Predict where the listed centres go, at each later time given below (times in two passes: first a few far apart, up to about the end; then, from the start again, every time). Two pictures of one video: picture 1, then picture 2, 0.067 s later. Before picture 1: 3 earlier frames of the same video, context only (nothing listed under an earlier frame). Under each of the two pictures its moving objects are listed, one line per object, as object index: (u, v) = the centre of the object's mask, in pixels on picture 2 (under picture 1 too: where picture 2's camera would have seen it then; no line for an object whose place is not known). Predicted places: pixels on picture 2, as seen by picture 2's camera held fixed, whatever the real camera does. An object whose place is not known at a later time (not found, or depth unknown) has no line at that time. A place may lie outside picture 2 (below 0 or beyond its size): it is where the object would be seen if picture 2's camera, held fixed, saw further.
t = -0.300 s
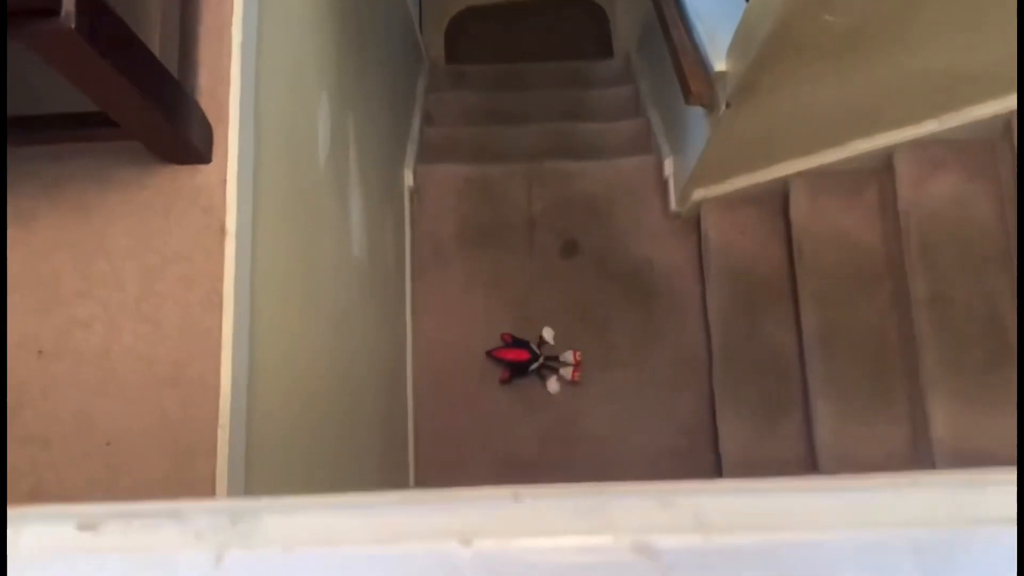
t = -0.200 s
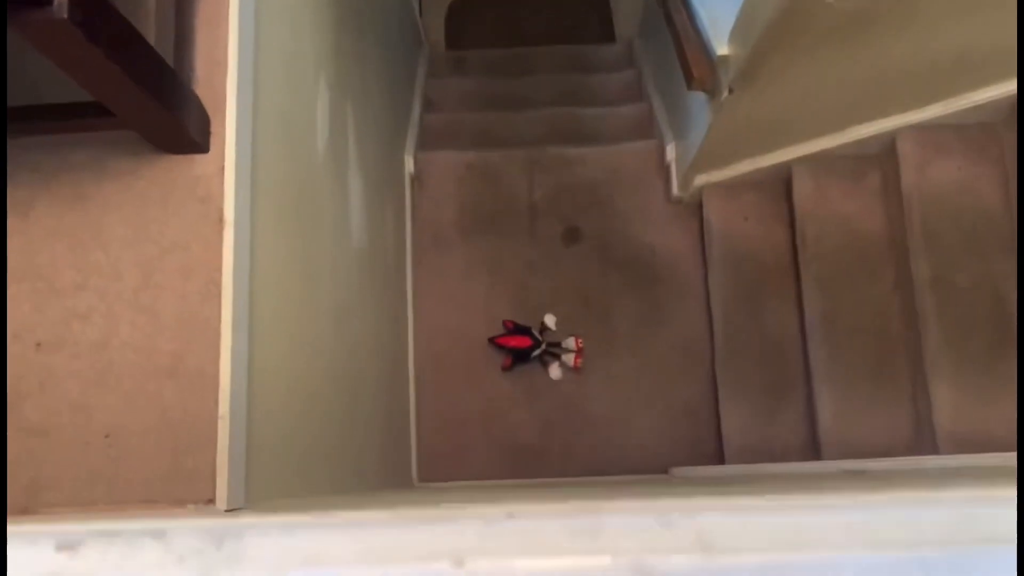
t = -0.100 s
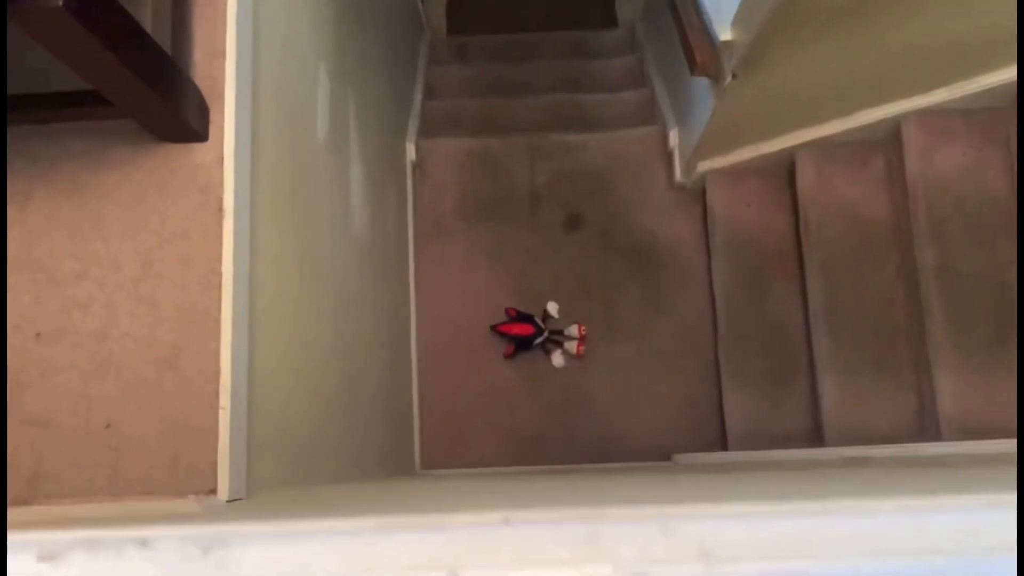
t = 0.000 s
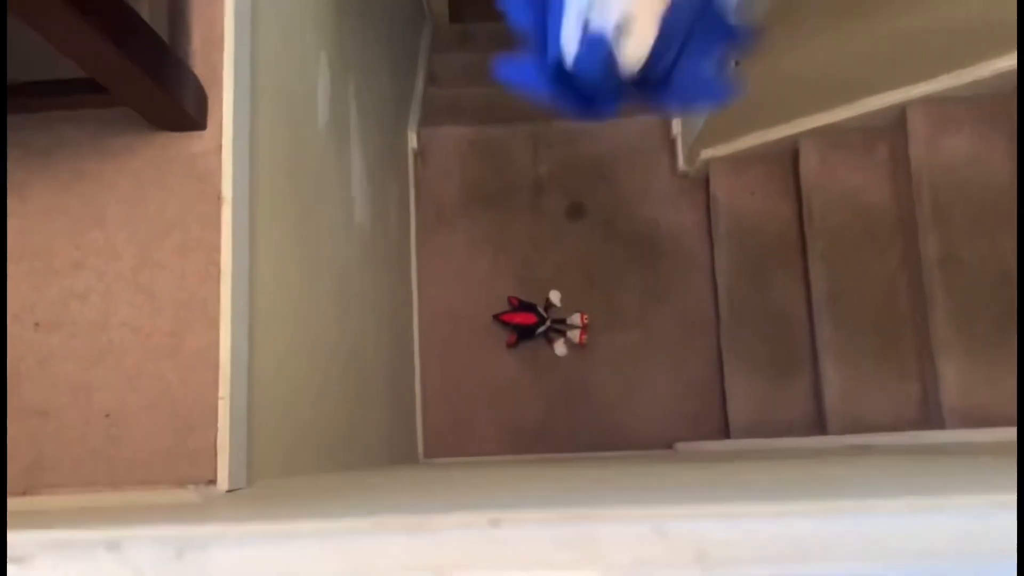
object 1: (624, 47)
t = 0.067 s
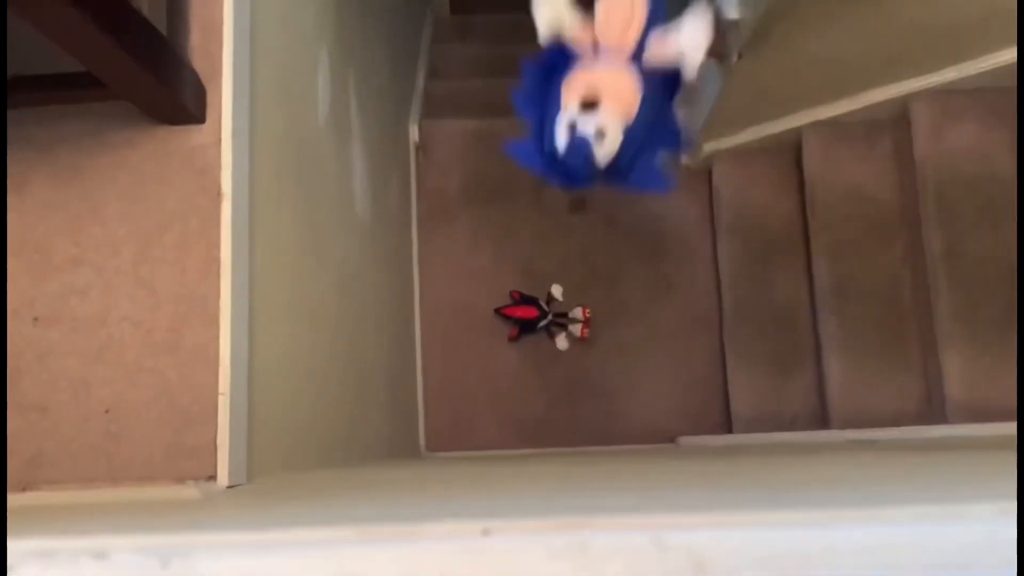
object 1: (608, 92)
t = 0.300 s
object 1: (587, 264)
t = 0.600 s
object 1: (610, 324)
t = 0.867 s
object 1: (665, 329)
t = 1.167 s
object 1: (685, 305)
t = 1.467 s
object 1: (685, 304)
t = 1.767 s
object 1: (685, 305)
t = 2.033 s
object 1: (685, 305)
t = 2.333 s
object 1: (686, 305)
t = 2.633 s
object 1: (686, 305)
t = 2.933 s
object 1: (686, 306)
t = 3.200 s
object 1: (686, 306)
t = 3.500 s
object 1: (686, 306)
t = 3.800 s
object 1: (686, 306)
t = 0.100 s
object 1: (602, 121)
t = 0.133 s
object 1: (601, 142)
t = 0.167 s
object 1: (596, 175)
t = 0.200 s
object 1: (593, 204)
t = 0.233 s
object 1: (590, 228)
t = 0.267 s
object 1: (589, 247)
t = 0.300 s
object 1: (587, 264)
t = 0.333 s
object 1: (584, 283)
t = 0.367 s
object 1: (584, 293)
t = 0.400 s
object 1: (584, 302)
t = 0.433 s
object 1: (585, 310)
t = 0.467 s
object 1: (585, 319)
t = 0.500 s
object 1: (587, 327)
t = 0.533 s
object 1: (591, 326)
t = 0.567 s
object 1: (601, 327)
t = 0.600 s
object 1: (610, 324)
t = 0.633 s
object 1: (615, 324)
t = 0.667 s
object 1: (622, 324)
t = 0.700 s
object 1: (630, 322)
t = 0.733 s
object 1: (639, 322)
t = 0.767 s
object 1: (647, 324)
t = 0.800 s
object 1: (654, 325)
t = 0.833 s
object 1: (660, 327)
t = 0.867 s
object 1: (665, 329)
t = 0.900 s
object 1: (670, 330)
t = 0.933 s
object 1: (673, 329)
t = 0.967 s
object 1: (678, 328)
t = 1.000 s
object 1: (681, 324)
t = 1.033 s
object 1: (683, 318)
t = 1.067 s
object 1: (684, 314)
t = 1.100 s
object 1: (685, 311)
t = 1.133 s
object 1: (685, 307)
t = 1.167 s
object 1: (685, 305)
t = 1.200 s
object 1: (686, 303)
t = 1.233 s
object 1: (686, 302)
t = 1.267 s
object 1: (686, 302)
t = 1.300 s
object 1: (686, 302)
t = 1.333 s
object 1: (685, 303)
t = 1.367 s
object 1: (685, 303)
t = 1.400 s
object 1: (685, 304)
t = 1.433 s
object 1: (685, 304)
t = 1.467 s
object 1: (685, 304)
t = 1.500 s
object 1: (685, 304)
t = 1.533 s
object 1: (685, 304)
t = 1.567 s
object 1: (686, 304)
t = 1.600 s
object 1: (686, 304)
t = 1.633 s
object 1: (685, 305)
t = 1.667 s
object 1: (685, 304)
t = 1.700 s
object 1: (686, 304)
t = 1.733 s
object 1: (685, 305)
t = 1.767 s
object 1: (685, 305)
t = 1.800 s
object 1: (686, 305)
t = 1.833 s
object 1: (685, 305)
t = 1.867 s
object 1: (686, 305)
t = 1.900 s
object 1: (685, 305)
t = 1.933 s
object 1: (685, 305)
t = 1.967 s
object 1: (685, 305)
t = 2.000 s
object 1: (685, 305)
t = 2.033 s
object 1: (685, 305)
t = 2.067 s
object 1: (685, 305)
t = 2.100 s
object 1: (685, 305)
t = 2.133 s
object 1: (685, 305)
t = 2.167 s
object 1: (685, 305)
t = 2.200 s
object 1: (686, 305)
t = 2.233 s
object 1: (686, 305)
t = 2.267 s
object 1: (686, 305)
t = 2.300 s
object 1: (685, 305)
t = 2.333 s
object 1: (686, 305)
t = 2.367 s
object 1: (686, 305)
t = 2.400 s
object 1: (685, 305)
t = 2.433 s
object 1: (686, 305)
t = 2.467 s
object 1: (686, 305)
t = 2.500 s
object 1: (685, 305)
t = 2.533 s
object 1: (685, 305)
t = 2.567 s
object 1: (686, 305)
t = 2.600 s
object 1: (686, 305)
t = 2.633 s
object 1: (686, 305)
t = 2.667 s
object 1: (686, 305)
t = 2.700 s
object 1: (685, 306)
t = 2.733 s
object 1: (686, 306)
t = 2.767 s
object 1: (686, 305)
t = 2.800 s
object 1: (686, 306)
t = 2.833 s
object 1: (686, 306)
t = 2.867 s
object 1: (686, 306)
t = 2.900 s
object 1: (686, 306)
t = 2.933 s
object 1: (686, 306)
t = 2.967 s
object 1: (686, 306)
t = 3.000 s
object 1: (686, 306)
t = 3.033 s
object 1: (686, 306)
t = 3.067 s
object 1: (686, 306)
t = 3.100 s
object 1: (686, 306)
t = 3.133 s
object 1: (686, 306)
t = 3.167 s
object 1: (686, 306)
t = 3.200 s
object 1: (686, 306)
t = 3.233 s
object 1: (686, 306)
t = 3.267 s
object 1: (686, 305)
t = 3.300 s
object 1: (686, 305)
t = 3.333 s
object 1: (686, 305)
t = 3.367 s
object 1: (686, 305)
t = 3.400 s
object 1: (686, 305)
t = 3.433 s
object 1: (686, 305)
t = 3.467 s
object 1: (686, 305)
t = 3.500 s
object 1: (686, 306)
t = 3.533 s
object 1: (686, 306)
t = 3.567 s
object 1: (686, 306)
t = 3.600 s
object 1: (686, 305)
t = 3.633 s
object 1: (686, 306)
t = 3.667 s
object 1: (686, 306)
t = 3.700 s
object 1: (686, 306)
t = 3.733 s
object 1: (686, 305)
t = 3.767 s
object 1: (686, 305)
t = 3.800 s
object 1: (686, 306)
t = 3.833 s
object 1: (686, 306)
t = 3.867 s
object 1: (686, 306)
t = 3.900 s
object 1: (686, 306)
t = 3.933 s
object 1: (686, 305)
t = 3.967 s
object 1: (686, 305)
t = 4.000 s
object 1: (686, 306)
